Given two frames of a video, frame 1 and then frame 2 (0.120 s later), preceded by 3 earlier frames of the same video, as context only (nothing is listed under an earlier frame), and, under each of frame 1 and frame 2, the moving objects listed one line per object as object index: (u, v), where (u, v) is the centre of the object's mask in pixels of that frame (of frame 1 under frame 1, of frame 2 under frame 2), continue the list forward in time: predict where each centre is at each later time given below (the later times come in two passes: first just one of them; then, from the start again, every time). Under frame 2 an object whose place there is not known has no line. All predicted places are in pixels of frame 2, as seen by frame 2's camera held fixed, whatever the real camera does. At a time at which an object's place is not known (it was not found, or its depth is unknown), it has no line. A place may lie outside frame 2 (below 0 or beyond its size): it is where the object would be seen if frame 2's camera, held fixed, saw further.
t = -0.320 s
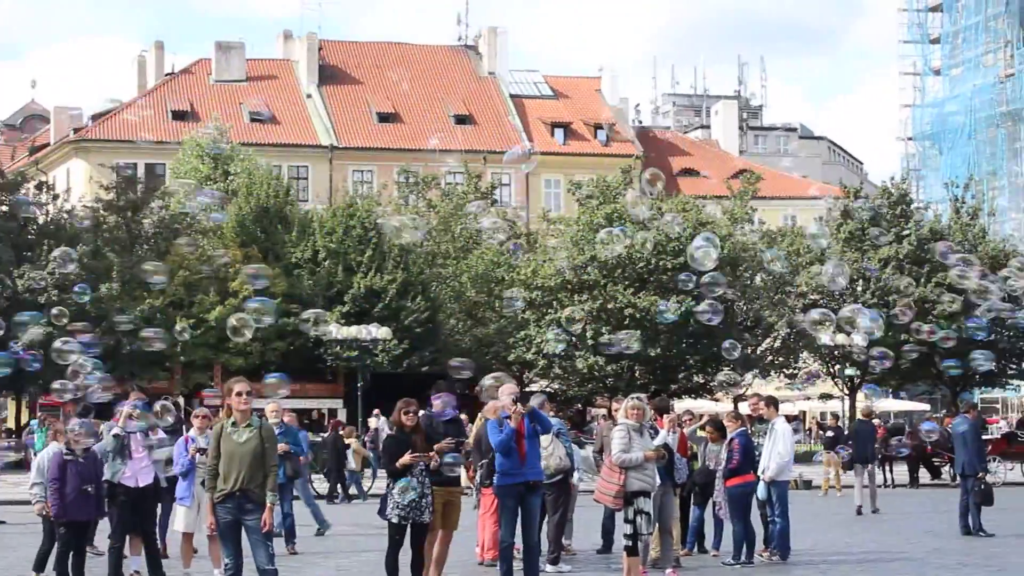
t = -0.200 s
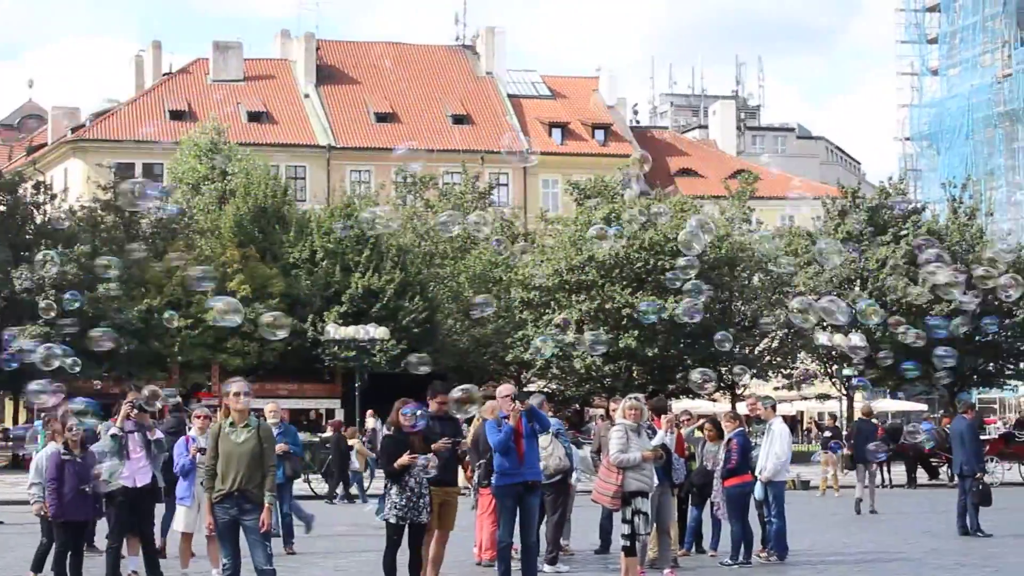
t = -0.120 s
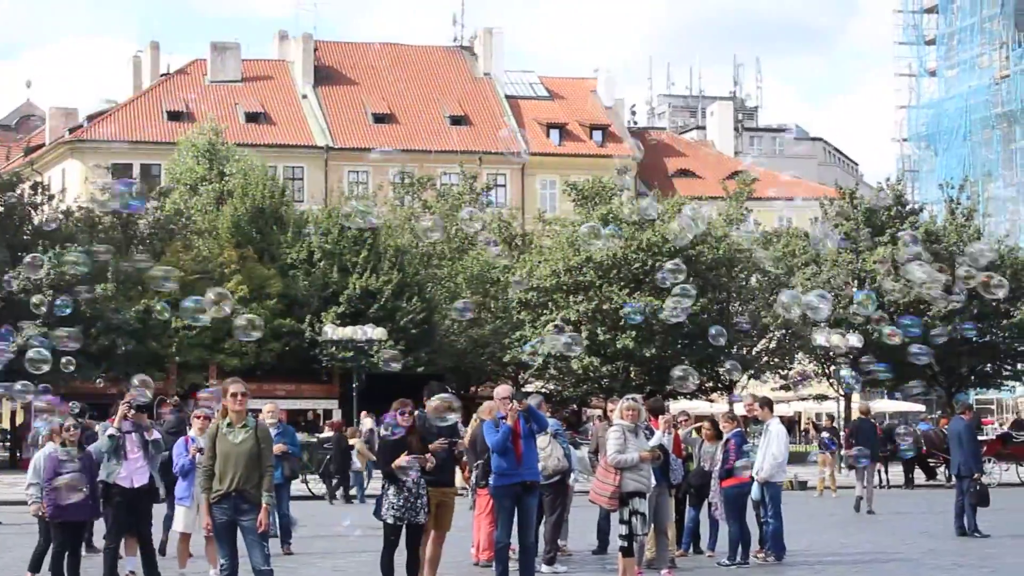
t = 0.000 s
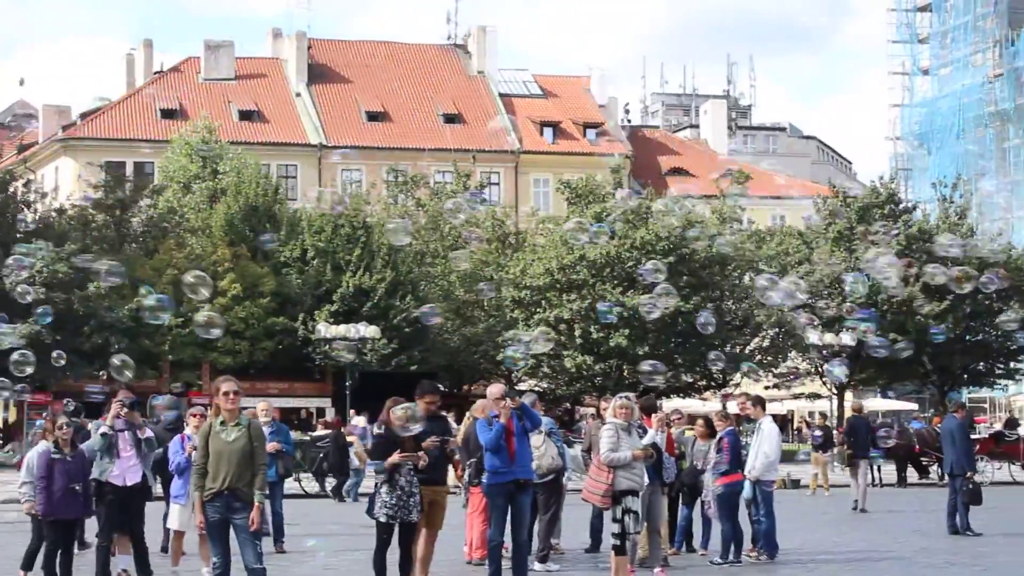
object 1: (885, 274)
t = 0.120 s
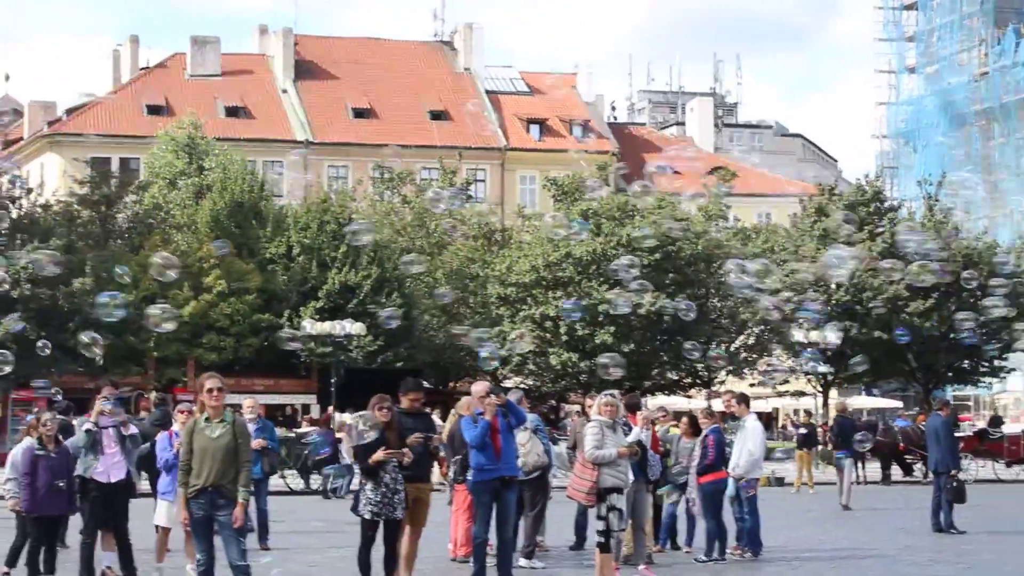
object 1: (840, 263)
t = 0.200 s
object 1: (815, 268)
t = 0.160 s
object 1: (833, 261)
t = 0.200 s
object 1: (815, 268)
